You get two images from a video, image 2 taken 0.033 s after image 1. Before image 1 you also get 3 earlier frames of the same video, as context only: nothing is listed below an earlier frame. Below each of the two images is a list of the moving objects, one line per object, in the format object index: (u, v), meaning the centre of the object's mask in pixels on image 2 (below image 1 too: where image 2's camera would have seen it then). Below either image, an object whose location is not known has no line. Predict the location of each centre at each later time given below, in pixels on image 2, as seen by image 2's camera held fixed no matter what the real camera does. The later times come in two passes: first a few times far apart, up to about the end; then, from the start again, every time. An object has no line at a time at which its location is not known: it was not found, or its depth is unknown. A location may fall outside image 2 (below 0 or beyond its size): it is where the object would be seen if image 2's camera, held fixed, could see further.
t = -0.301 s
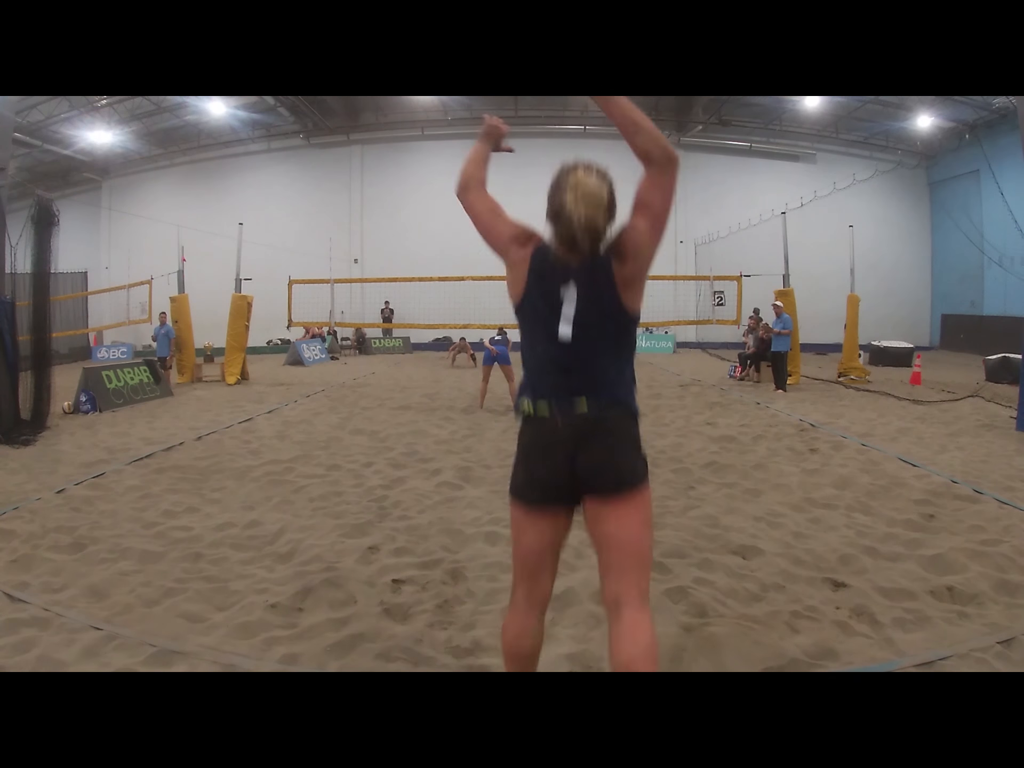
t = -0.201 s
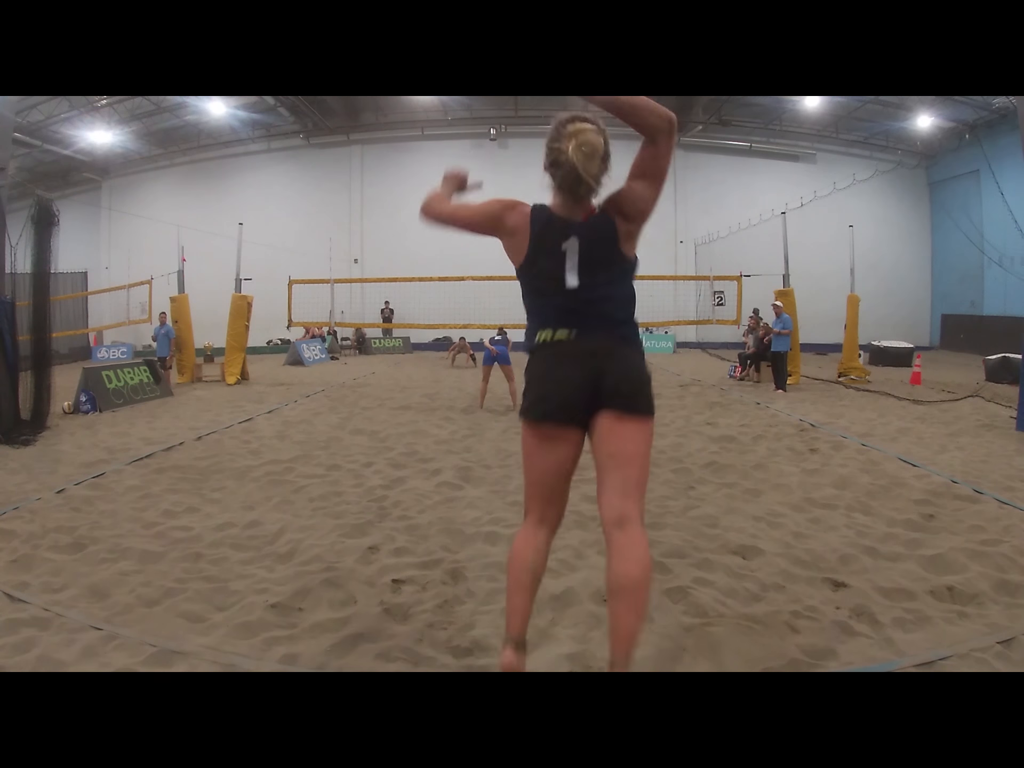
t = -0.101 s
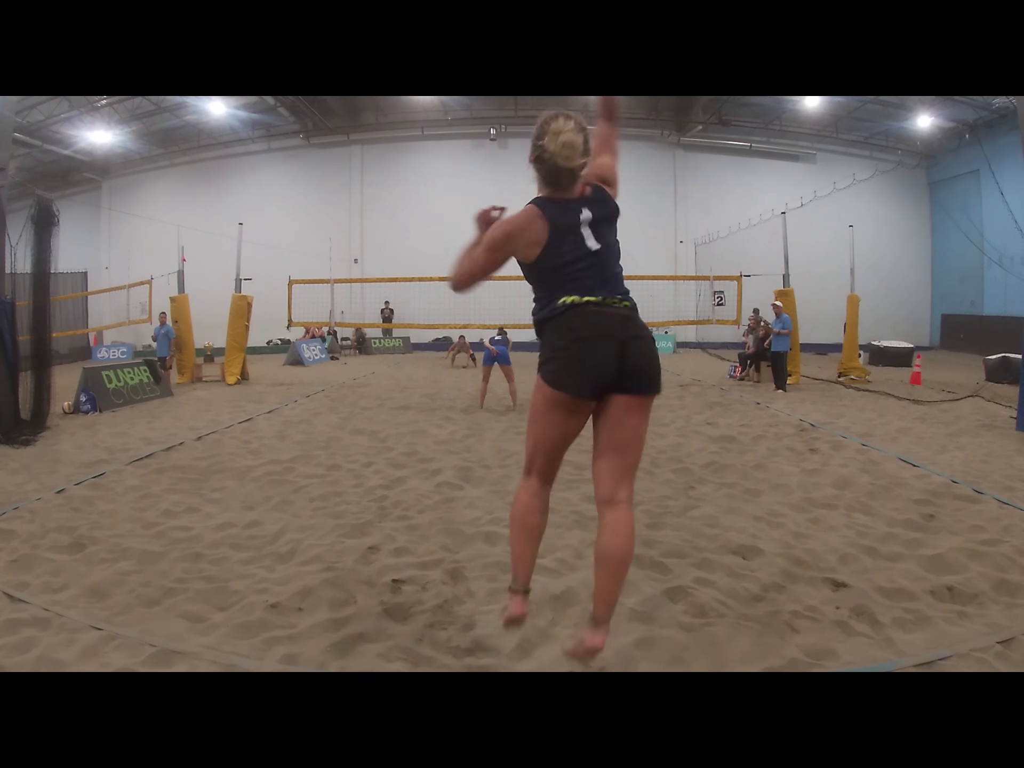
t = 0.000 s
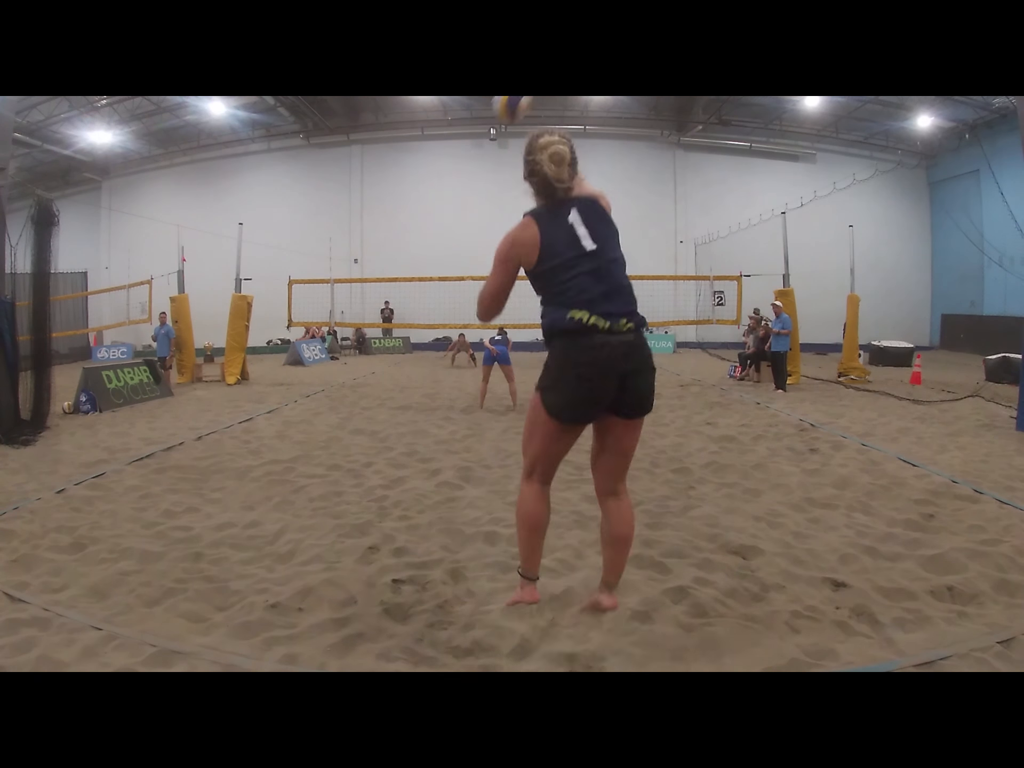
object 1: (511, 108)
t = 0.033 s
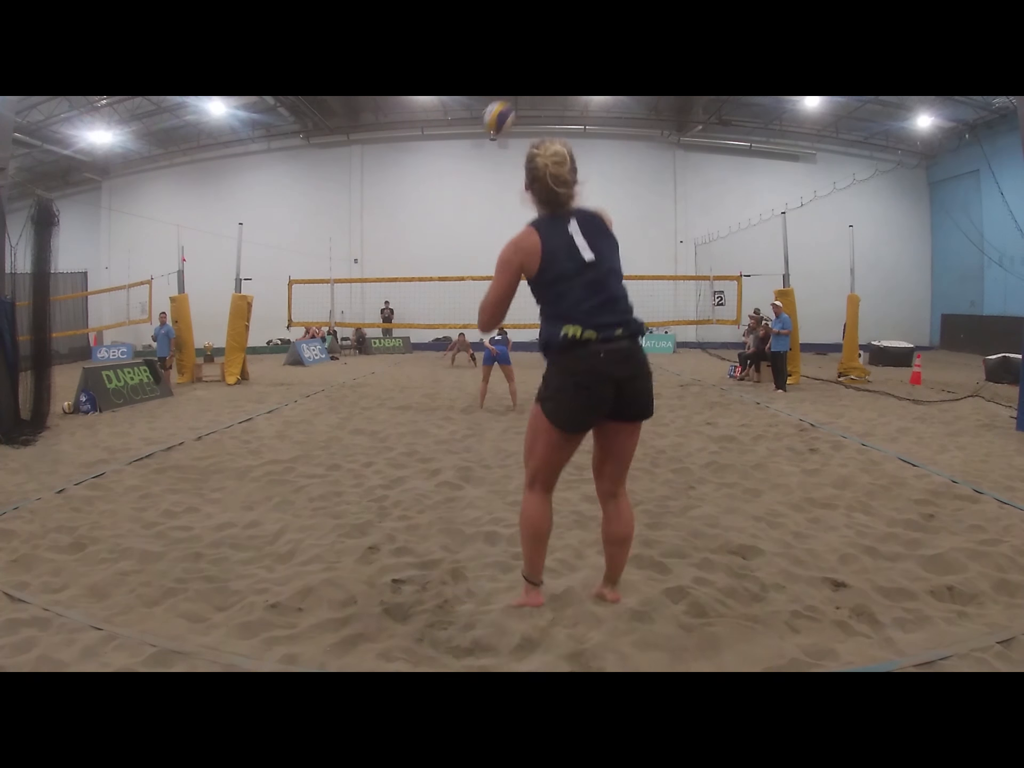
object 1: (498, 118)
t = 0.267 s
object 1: (456, 184)
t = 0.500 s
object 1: (445, 233)
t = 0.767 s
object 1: (442, 286)
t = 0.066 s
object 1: (487, 130)
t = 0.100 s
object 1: (478, 142)
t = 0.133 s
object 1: (471, 152)
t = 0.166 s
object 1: (466, 160)
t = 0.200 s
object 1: (462, 169)
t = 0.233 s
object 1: (459, 177)
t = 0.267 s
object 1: (456, 184)
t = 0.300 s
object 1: (454, 192)
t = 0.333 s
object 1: (452, 199)
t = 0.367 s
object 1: (450, 206)
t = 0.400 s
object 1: (448, 213)
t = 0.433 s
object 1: (447, 219)
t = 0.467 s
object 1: (446, 226)
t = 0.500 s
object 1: (445, 233)
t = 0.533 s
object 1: (444, 239)
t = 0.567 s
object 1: (444, 246)
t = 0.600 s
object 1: (443, 253)
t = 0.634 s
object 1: (443, 259)
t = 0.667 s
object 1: (442, 266)
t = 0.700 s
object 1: (442, 273)
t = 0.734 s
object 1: (442, 282)
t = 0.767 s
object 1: (442, 286)
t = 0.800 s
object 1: (442, 293)
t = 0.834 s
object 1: (441, 300)
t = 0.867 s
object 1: (441, 307)
